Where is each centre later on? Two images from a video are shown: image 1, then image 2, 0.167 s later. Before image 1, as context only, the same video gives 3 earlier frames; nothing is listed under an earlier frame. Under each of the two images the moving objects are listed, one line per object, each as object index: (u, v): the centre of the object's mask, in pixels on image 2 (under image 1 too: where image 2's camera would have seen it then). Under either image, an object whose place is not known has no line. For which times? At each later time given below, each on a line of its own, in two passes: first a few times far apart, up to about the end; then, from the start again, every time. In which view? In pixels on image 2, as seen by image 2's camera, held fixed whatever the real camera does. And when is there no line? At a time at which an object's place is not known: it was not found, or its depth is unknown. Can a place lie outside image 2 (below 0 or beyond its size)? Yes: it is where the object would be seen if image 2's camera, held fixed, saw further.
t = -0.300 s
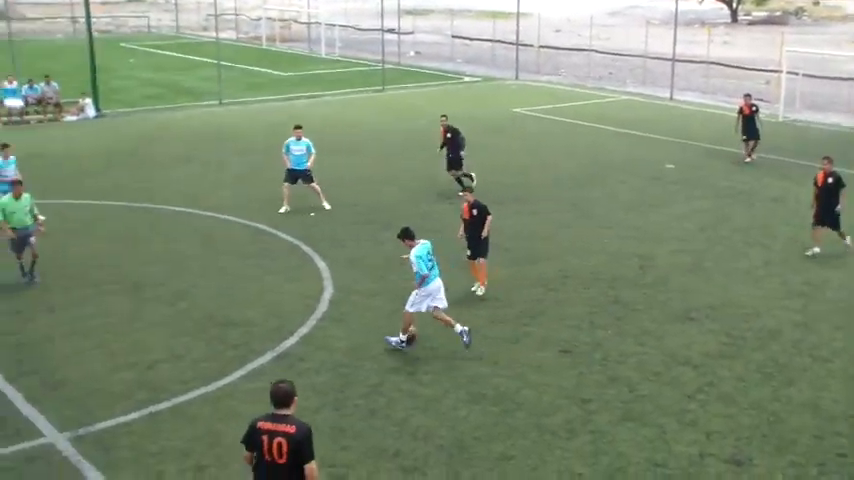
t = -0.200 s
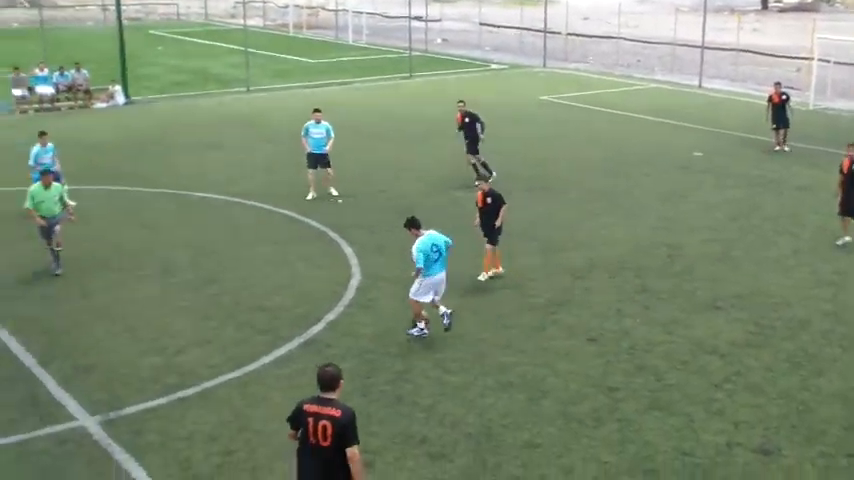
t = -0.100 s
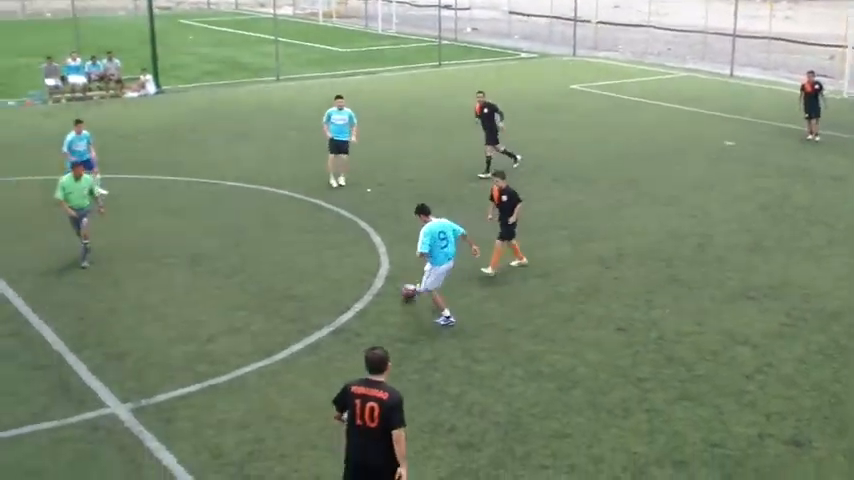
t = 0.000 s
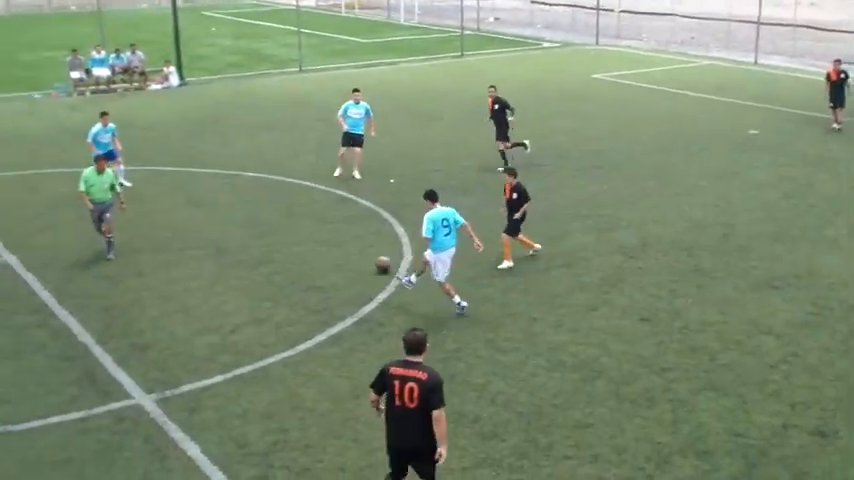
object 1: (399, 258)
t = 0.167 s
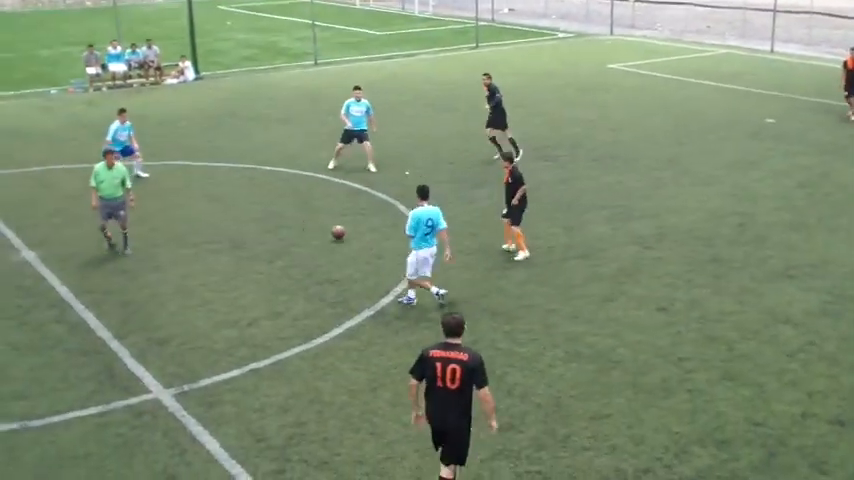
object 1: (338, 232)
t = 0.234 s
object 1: (317, 227)
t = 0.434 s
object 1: (272, 204)
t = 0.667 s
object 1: (230, 187)
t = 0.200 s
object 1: (328, 230)
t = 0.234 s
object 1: (317, 227)
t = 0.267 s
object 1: (309, 221)
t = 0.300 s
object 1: (301, 216)
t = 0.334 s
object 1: (294, 212)
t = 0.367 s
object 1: (285, 208)
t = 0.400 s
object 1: (279, 206)
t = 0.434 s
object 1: (272, 204)
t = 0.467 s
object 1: (265, 203)
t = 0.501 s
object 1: (259, 203)
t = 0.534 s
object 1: (253, 200)
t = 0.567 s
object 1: (247, 196)
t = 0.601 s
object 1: (241, 192)
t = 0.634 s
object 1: (236, 189)
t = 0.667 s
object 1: (230, 187)
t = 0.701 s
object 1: (225, 186)
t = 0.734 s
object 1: (220, 185)
